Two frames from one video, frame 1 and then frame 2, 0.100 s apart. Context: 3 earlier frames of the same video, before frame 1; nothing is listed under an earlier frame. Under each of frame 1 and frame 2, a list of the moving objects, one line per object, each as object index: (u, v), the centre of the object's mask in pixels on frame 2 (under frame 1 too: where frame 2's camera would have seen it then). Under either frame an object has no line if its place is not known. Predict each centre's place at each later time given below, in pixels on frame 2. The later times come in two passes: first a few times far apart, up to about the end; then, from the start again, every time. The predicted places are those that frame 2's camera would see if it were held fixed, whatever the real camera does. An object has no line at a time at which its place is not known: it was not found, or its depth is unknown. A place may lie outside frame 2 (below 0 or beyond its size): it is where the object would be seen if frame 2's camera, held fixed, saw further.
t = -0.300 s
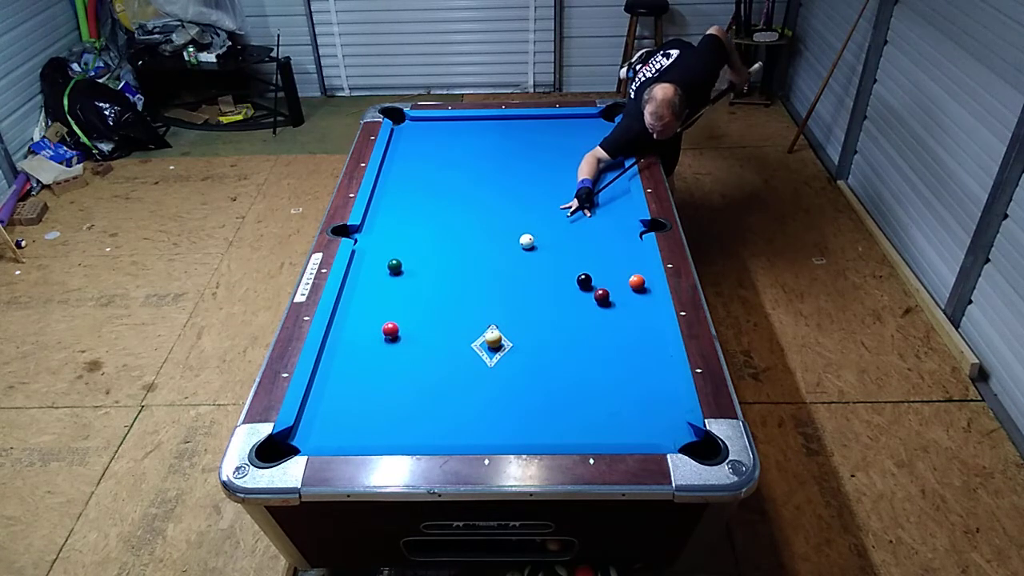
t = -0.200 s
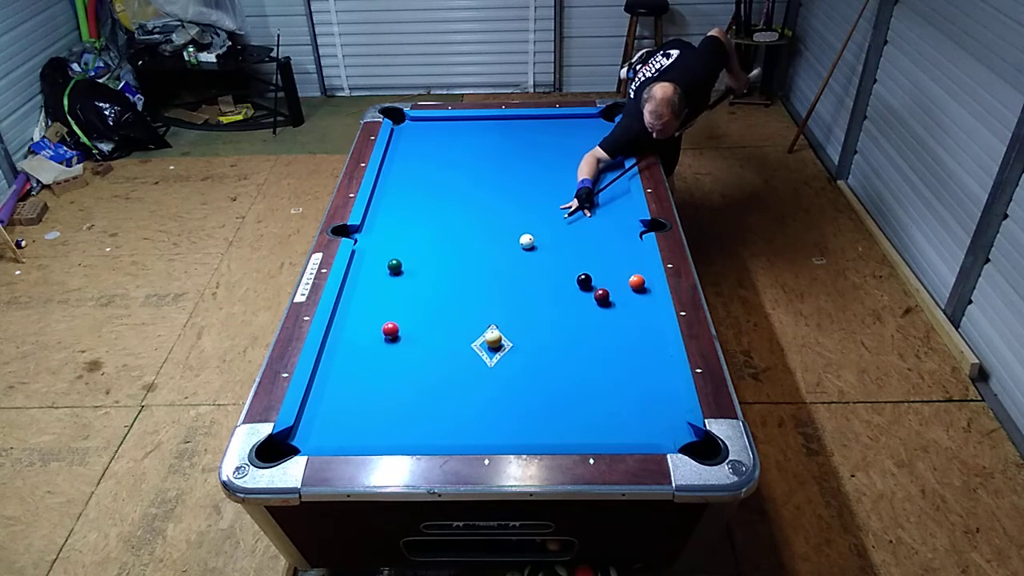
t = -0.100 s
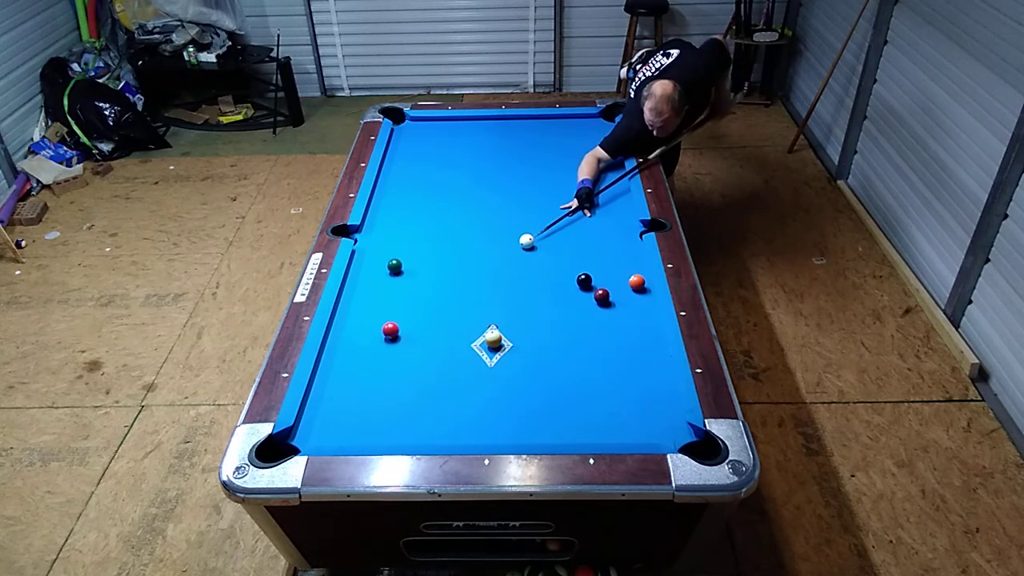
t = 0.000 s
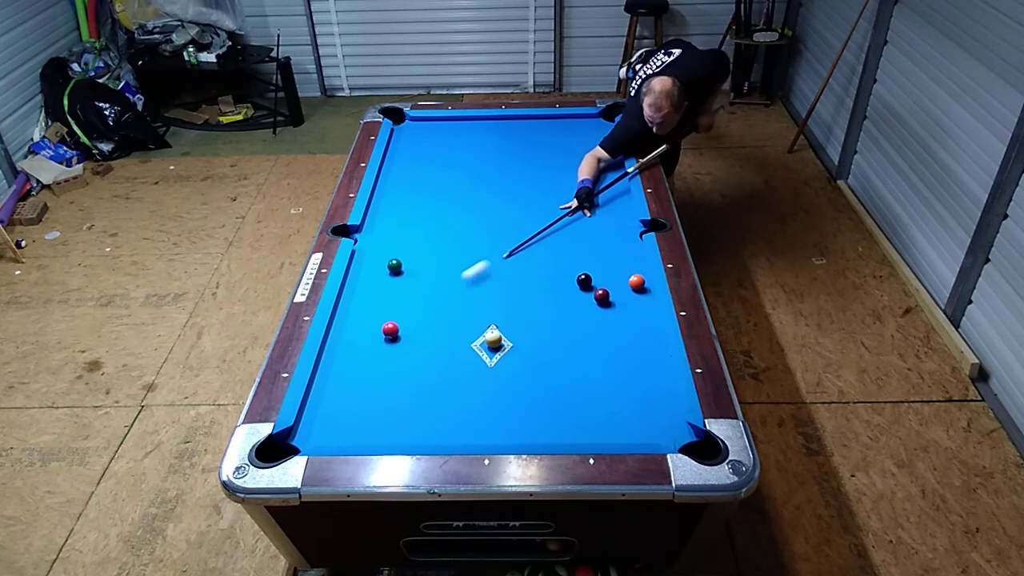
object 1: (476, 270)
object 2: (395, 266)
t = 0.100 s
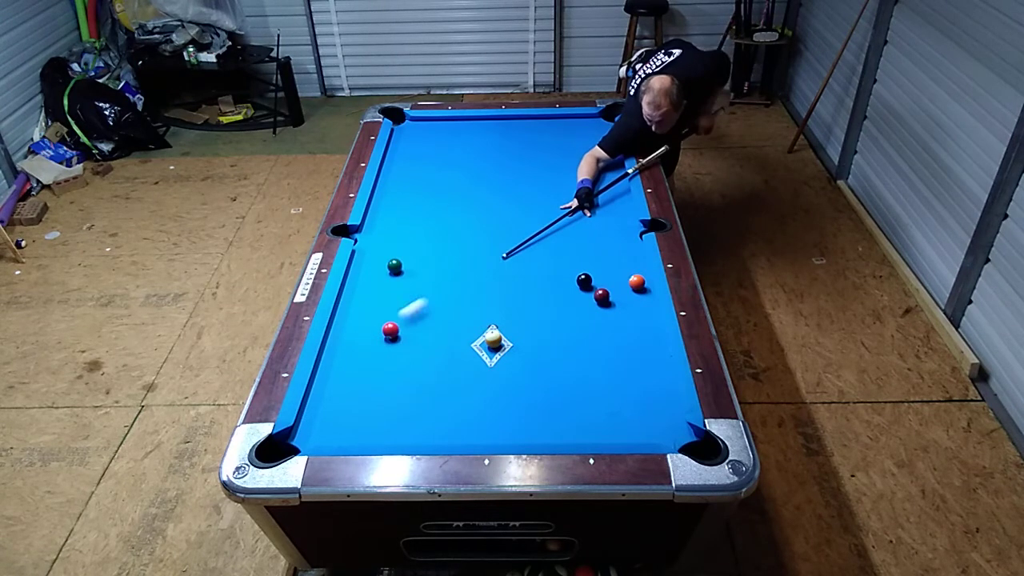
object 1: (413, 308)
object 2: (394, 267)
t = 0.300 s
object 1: (353, 309)
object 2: (395, 267)
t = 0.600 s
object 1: (368, 286)
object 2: (395, 266)
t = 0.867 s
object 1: (387, 272)
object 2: (401, 260)
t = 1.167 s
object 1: (396, 268)
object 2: (415, 246)
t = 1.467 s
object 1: (402, 265)
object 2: (428, 234)
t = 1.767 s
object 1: (408, 262)
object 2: (440, 223)
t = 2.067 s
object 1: (412, 261)
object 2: (450, 213)
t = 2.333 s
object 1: (414, 259)
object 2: (459, 205)
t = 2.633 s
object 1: (415, 259)
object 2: (467, 198)
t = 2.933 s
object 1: (415, 259)
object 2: (474, 192)
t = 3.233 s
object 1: (415, 259)
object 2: (480, 186)
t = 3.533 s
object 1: (415, 259)
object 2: (485, 181)
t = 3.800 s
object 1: (415, 259)
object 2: (489, 177)
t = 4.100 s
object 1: (415, 259)
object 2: (493, 174)
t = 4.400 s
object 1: (415, 259)
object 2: (496, 171)
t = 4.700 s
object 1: (415, 259)
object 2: (499, 169)
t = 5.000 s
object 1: (415, 259)
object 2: (501, 168)
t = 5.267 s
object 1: (415, 259)
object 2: (502, 167)
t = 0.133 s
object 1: (395, 316)
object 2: (395, 266)
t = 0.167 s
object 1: (385, 316)
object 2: (395, 266)
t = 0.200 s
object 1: (375, 314)
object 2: (395, 266)
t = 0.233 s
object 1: (367, 312)
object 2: (395, 266)
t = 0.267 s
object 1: (360, 311)
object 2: (394, 267)
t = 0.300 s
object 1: (353, 309)
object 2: (395, 267)
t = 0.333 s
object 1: (346, 308)
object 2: (394, 267)
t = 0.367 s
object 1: (342, 306)
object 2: (395, 266)
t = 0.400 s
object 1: (346, 303)
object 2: (395, 266)
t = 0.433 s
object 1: (350, 300)
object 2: (395, 266)
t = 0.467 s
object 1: (353, 297)
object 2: (395, 267)
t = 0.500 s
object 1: (357, 294)
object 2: (395, 266)
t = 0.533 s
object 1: (361, 291)
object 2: (395, 266)
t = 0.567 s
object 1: (364, 289)
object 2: (395, 266)
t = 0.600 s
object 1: (368, 286)
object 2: (395, 266)
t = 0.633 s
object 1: (371, 283)
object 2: (395, 266)
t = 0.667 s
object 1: (375, 281)
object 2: (395, 266)
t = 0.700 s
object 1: (378, 278)
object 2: (395, 266)
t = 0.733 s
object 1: (382, 275)
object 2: (395, 266)
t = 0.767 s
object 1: (384, 273)
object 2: (396, 266)
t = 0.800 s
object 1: (385, 273)
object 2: (397, 264)
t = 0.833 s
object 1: (386, 273)
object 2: (399, 262)
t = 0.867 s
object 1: (387, 272)
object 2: (401, 260)
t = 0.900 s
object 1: (388, 272)
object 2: (403, 259)
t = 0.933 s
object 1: (389, 271)
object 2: (404, 257)
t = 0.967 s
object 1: (390, 271)
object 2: (406, 256)
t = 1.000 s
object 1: (391, 270)
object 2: (408, 254)
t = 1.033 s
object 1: (392, 270)
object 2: (409, 252)
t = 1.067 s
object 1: (393, 270)
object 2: (411, 251)
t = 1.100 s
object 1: (394, 269)
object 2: (413, 249)
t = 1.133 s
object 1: (395, 269)
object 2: (414, 248)
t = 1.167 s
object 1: (396, 268)
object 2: (415, 246)
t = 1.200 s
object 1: (396, 268)
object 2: (417, 245)
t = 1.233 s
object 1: (397, 267)
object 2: (418, 244)
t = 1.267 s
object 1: (398, 267)
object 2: (420, 242)
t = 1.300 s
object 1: (399, 267)
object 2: (421, 241)
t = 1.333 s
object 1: (400, 266)
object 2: (423, 239)
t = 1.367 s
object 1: (400, 266)
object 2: (424, 238)
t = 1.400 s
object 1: (401, 265)
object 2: (426, 237)
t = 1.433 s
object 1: (402, 265)
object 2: (427, 235)
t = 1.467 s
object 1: (402, 265)
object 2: (428, 234)
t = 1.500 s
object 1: (403, 265)
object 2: (429, 233)
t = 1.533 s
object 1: (404, 264)
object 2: (431, 232)
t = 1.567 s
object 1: (404, 264)
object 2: (432, 230)
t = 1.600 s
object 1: (405, 264)
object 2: (434, 229)
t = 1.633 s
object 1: (406, 263)
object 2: (435, 228)
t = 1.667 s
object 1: (406, 263)
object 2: (436, 227)
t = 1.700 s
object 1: (407, 263)
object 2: (438, 225)
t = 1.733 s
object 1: (407, 263)
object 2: (439, 224)
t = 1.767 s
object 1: (408, 262)
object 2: (440, 223)
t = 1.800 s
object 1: (409, 262)
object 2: (441, 222)
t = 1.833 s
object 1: (409, 262)
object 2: (442, 221)
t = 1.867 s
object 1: (409, 262)
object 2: (443, 220)
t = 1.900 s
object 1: (410, 261)
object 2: (445, 219)
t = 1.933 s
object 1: (411, 261)
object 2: (446, 218)
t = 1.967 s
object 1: (411, 261)
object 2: (447, 216)
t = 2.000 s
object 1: (411, 261)
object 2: (448, 216)
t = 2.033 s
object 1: (412, 261)
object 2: (449, 214)
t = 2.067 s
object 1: (412, 261)
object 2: (450, 213)
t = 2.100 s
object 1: (412, 260)
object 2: (451, 212)
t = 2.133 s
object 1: (413, 260)
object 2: (452, 212)
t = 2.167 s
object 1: (413, 260)
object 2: (453, 210)
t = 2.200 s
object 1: (413, 260)
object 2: (454, 210)
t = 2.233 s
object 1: (414, 260)
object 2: (456, 209)
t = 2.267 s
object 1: (414, 260)
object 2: (456, 207)
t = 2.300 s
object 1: (414, 260)
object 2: (457, 207)
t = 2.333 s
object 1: (414, 259)
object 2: (459, 205)
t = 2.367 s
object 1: (414, 259)
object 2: (459, 205)
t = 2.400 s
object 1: (415, 259)
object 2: (460, 204)
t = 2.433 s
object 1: (415, 259)
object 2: (461, 203)
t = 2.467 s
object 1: (415, 259)
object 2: (462, 202)
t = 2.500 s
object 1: (415, 259)
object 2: (463, 201)
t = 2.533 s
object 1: (415, 259)
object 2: (464, 201)
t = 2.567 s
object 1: (415, 259)
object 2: (465, 200)
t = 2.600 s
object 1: (415, 259)
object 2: (466, 199)
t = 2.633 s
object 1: (415, 259)
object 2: (467, 198)
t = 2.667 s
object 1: (415, 259)
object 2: (468, 197)
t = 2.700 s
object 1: (415, 259)
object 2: (468, 197)
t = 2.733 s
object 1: (415, 259)
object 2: (469, 196)
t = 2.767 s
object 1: (415, 259)
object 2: (470, 195)
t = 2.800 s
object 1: (415, 259)
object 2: (471, 194)
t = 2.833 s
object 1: (415, 259)
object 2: (471, 194)
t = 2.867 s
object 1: (415, 259)
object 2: (472, 193)
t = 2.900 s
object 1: (415, 259)
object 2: (473, 192)
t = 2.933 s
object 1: (415, 259)
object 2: (474, 192)
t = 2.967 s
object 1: (415, 259)
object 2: (475, 191)
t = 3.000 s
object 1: (415, 259)
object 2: (475, 190)
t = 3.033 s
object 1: (415, 259)
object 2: (476, 189)
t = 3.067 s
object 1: (415, 259)
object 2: (477, 189)
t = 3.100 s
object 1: (415, 259)
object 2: (478, 188)
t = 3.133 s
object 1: (415, 259)
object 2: (478, 188)
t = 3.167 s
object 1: (415, 259)
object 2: (479, 187)
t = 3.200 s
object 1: (415, 259)
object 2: (480, 186)
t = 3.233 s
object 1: (415, 259)
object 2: (480, 186)
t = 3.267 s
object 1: (415, 259)
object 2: (481, 185)
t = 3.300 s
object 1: (415, 259)
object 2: (481, 185)
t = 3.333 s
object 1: (415, 259)
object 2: (482, 184)
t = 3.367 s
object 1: (415, 259)
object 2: (482, 184)
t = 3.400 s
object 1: (415, 259)
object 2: (483, 183)
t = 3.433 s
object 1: (415, 259)
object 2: (483, 182)
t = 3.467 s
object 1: (415, 259)
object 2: (484, 182)
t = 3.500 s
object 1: (415, 259)
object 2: (485, 181)
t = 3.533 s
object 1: (415, 259)
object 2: (485, 181)
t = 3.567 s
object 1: (415, 259)
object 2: (486, 180)
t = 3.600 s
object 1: (415, 259)
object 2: (486, 180)
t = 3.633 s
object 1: (415, 259)
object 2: (487, 179)
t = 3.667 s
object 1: (415, 259)
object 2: (487, 179)
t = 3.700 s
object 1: (415, 259)
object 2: (488, 178)
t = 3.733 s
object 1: (415, 259)
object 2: (488, 178)
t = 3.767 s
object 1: (415, 259)
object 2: (489, 177)
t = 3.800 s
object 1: (415, 259)
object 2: (489, 177)
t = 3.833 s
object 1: (415, 259)
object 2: (490, 177)
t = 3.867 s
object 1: (415, 259)
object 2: (490, 176)
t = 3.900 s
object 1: (415, 259)
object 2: (491, 176)
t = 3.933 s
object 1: (415, 259)
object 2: (491, 176)
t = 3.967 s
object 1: (415, 259)
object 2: (492, 175)
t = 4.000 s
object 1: (415, 259)
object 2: (492, 175)
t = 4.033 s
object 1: (415, 259)
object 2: (492, 174)
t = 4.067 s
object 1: (415, 259)
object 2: (493, 174)
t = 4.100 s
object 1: (415, 259)
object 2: (493, 174)
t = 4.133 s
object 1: (415, 259)
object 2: (494, 173)
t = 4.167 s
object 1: (415, 259)
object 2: (494, 173)
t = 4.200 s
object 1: (415, 259)
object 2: (494, 173)
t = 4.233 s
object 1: (415, 259)
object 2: (495, 172)
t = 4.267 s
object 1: (415, 259)
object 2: (495, 172)
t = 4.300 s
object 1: (415, 259)
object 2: (495, 172)
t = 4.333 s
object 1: (415, 259)
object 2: (496, 172)
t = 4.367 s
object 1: (415, 259)
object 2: (496, 171)
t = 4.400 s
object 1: (415, 259)
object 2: (496, 171)
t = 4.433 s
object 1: (415, 259)
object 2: (497, 171)
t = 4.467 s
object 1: (415, 259)
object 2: (497, 170)
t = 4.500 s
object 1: (415, 259)
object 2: (497, 170)
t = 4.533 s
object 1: (415, 259)
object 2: (498, 170)
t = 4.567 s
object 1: (415, 259)
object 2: (498, 170)
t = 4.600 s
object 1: (415, 259)
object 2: (498, 170)
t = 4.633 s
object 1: (415, 259)
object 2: (499, 169)
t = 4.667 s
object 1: (415, 259)
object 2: (499, 169)
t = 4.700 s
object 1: (415, 259)
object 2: (499, 169)
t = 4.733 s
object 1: (415, 259)
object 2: (499, 169)
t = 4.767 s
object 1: (415, 259)
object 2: (499, 169)
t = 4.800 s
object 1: (415, 259)
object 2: (500, 169)
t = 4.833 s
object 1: (415, 259)
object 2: (500, 168)
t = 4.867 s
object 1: (415, 259)
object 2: (500, 168)
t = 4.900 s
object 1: (415, 259)
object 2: (500, 168)
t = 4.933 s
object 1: (415, 259)
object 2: (500, 168)
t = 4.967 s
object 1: (415, 259)
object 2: (501, 168)
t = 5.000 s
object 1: (415, 259)
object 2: (501, 168)
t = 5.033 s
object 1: (415, 259)
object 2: (501, 168)
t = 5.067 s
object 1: (415, 259)
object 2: (501, 168)
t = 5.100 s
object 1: (415, 259)
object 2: (501, 168)
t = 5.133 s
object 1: (415, 259)
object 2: (501, 168)
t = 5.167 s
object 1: (415, 259)
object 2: (502, 168)
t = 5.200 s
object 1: (415, 259)
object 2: (502, 168)
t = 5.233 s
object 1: (415, 259)
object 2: (502, 167)
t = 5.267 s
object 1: (415, 259)
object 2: (502, 167)
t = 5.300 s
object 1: (415, 259)
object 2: (502, 168)
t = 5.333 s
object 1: (415, 259)
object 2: (502, 167)
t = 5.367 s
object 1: (415, 259)
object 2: (502, 167)
